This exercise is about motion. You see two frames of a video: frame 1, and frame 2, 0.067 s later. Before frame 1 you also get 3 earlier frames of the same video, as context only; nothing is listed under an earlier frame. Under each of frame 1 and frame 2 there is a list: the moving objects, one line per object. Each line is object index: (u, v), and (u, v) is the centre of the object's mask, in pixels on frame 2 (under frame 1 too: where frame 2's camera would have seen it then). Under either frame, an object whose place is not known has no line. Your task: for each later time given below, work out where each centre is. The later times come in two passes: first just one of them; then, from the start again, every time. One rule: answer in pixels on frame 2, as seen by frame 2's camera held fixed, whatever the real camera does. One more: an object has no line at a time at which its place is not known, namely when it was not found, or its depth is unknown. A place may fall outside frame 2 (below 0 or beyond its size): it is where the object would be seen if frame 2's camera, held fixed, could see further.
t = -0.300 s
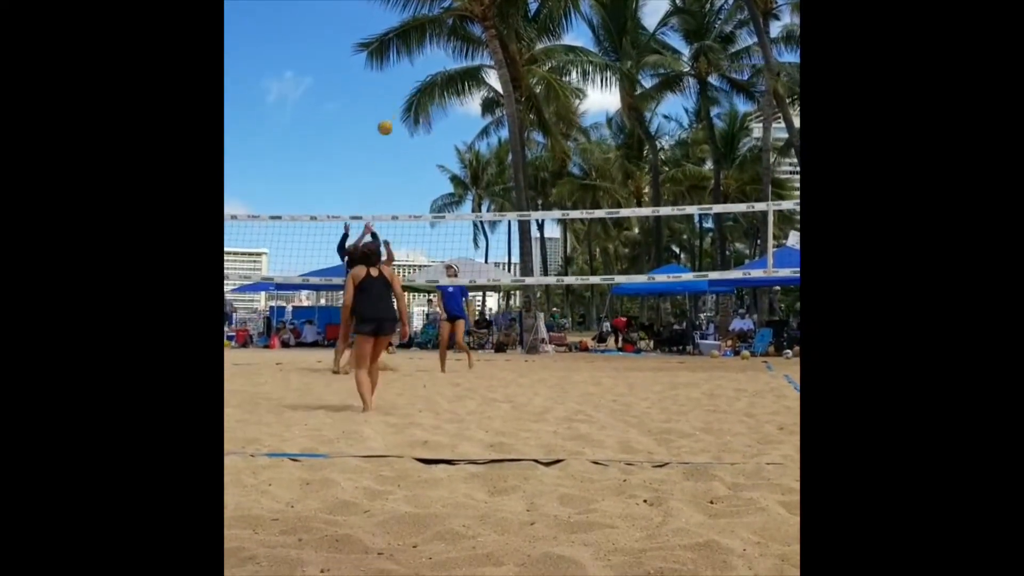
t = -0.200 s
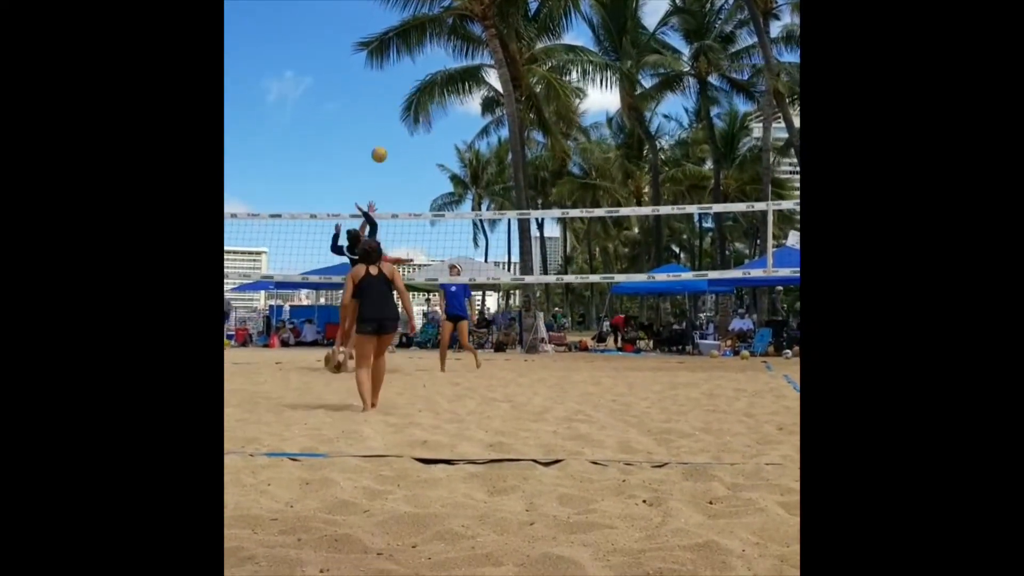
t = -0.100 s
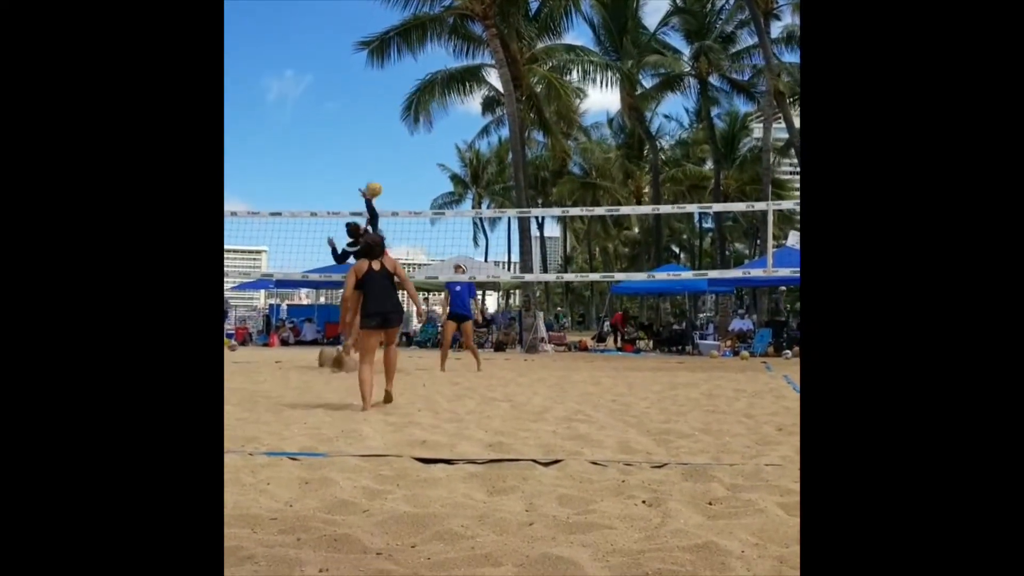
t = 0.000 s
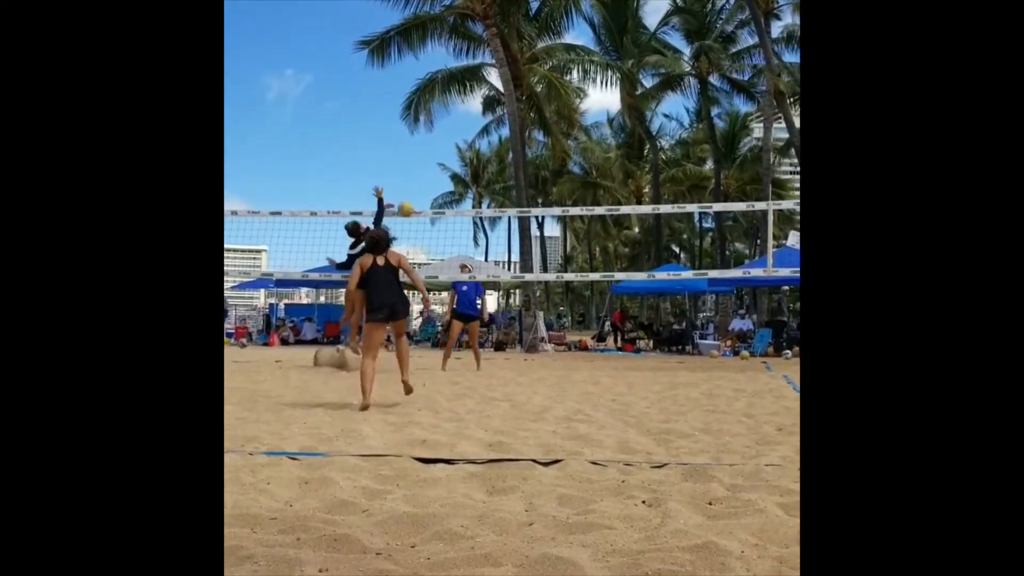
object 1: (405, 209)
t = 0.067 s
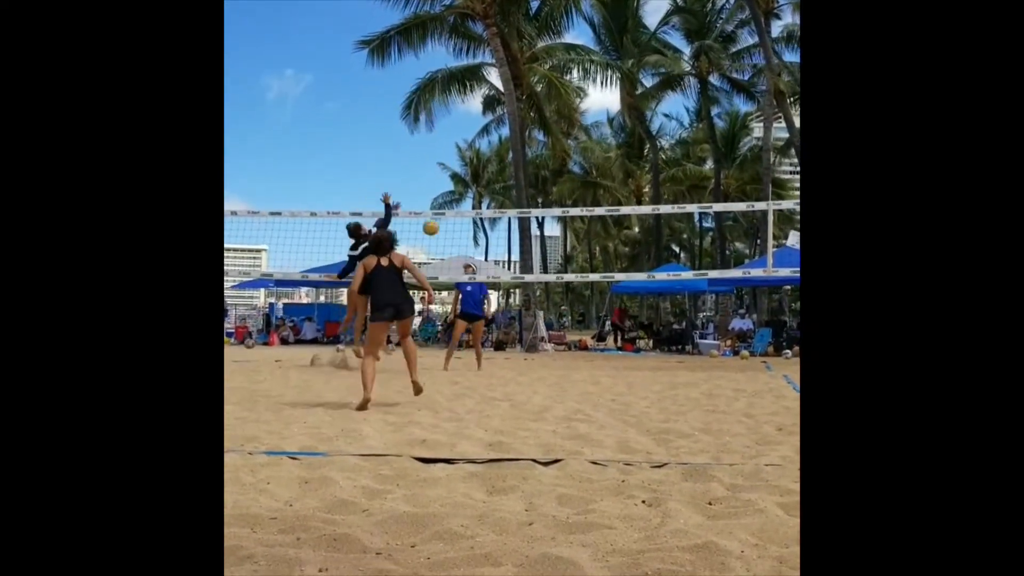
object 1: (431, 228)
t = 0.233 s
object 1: (495, 290)
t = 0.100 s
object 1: (443, 238)
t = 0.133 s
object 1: (456, 250)
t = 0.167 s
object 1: (469, 262)
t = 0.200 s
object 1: (481, 276)
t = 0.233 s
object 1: (495, 290)
